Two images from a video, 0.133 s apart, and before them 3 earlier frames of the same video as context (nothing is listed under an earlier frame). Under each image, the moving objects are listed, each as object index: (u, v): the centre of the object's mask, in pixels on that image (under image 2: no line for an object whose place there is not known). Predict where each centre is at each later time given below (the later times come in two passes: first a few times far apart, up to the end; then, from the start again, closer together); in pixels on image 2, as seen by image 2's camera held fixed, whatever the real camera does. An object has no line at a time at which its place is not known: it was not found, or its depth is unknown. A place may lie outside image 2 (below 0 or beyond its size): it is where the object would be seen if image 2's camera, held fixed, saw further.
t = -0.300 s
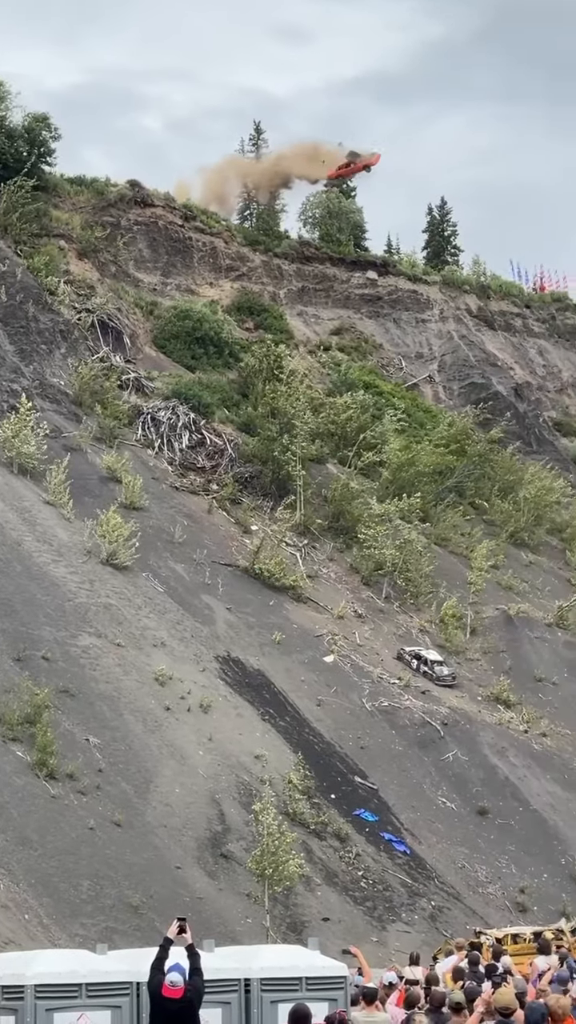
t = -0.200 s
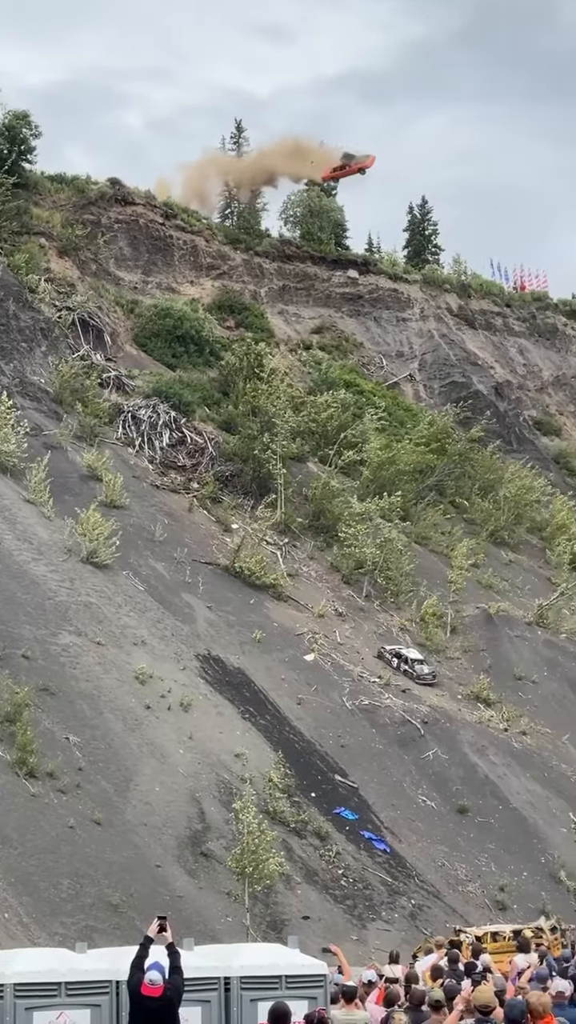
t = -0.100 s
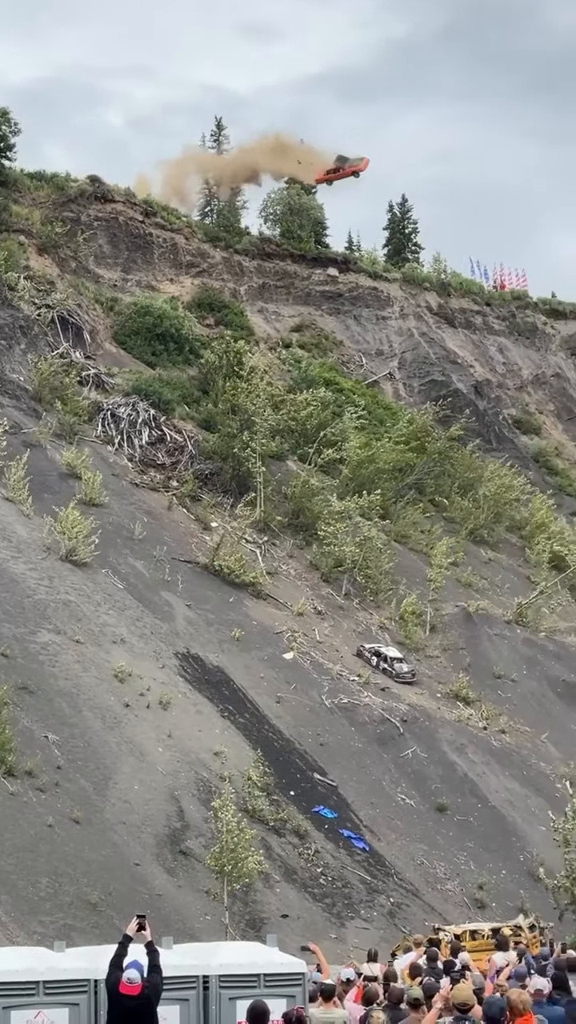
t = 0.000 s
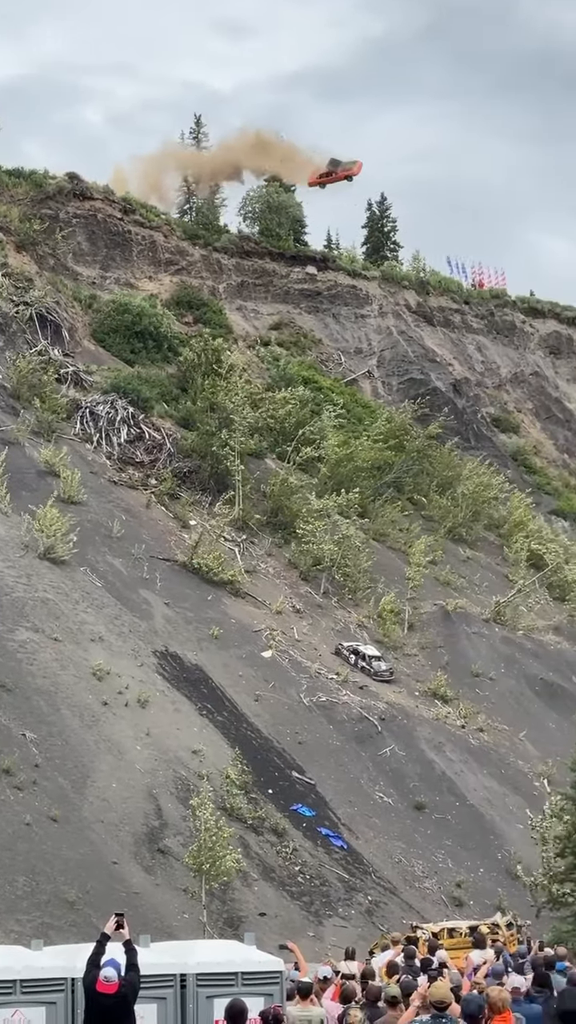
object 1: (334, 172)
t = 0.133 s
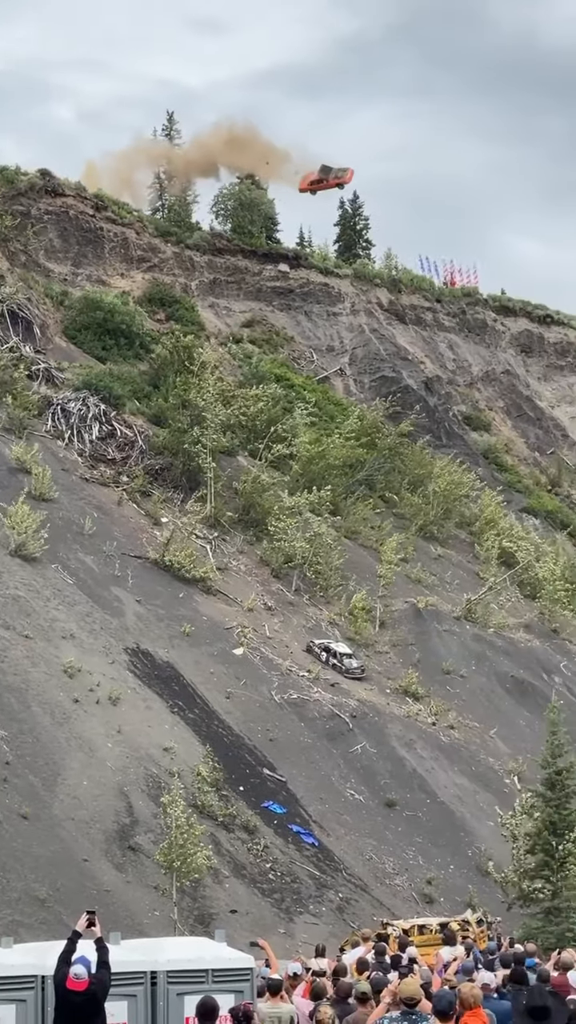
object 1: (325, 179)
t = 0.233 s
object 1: (339, 187)
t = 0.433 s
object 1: (369, 207)
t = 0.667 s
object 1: (403, 237)
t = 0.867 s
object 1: (433, 266)
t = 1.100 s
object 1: (472, 306)
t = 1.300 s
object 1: (506, 349)
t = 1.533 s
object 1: (546, 403)
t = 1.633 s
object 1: (566, 429)
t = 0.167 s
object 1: (330, 182)
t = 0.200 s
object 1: (334, 184)
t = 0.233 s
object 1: (339, 187)
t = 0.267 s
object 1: (344, 190)
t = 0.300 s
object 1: (349, 194)
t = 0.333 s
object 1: (354, 196)
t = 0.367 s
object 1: (359, 200)
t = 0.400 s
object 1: (364, 203)
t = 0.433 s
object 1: (369, 207)
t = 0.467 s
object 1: (373, 211)
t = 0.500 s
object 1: (378, 215)
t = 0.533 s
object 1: (383, 219)
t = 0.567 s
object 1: (388, 223)
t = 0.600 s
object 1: (393, 227)
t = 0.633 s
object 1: (398, 232)
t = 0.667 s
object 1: (403, 237)
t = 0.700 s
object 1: (408, 241)
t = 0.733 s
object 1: (413, 246)
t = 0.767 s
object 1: (418, 251)
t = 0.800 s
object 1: (423, 256)
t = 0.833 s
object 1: (428, 261)
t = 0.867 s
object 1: (433, 266)
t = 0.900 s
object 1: (439, 272)
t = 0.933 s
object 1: (444, 277)
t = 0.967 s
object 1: (450, 282)
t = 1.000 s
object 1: (455, 288)
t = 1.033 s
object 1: (460, 294)
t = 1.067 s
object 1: (466, 301)
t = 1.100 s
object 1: (472, 306)
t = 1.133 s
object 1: (477, 313)
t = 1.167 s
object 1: (482, 320)
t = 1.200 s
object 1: (488, 327)
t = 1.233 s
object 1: (493, 333)
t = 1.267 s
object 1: (500, 341)
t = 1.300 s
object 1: (506, 349)
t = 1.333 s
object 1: (511, 356)
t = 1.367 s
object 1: (517, 363)
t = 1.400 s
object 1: (523, 371)
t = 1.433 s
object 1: (529, 379)
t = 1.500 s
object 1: (540, 395)
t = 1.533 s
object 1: (546, 403)
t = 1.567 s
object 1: (552, 412)
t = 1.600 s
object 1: (559, 420)
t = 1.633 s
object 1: (566, 429)
